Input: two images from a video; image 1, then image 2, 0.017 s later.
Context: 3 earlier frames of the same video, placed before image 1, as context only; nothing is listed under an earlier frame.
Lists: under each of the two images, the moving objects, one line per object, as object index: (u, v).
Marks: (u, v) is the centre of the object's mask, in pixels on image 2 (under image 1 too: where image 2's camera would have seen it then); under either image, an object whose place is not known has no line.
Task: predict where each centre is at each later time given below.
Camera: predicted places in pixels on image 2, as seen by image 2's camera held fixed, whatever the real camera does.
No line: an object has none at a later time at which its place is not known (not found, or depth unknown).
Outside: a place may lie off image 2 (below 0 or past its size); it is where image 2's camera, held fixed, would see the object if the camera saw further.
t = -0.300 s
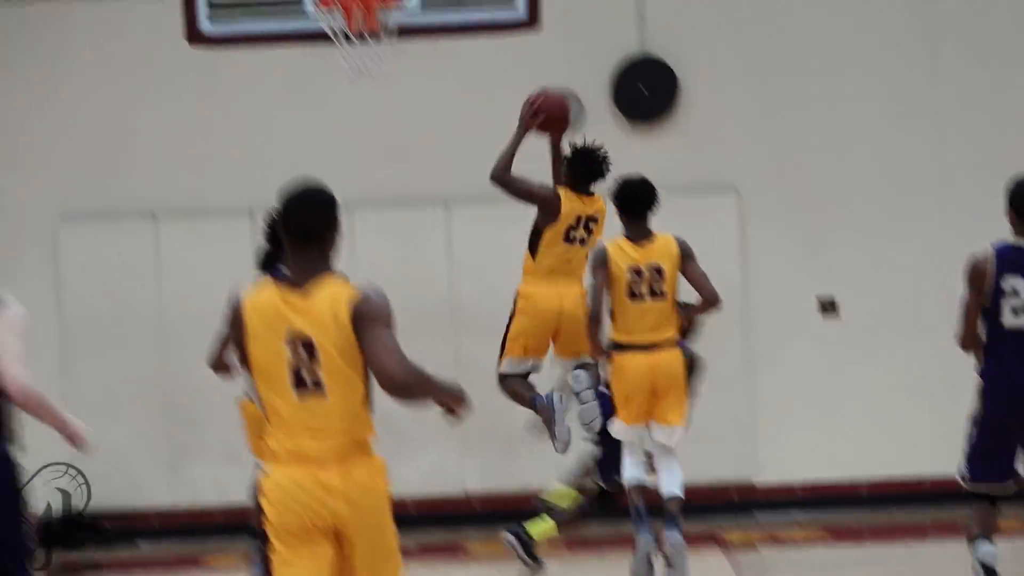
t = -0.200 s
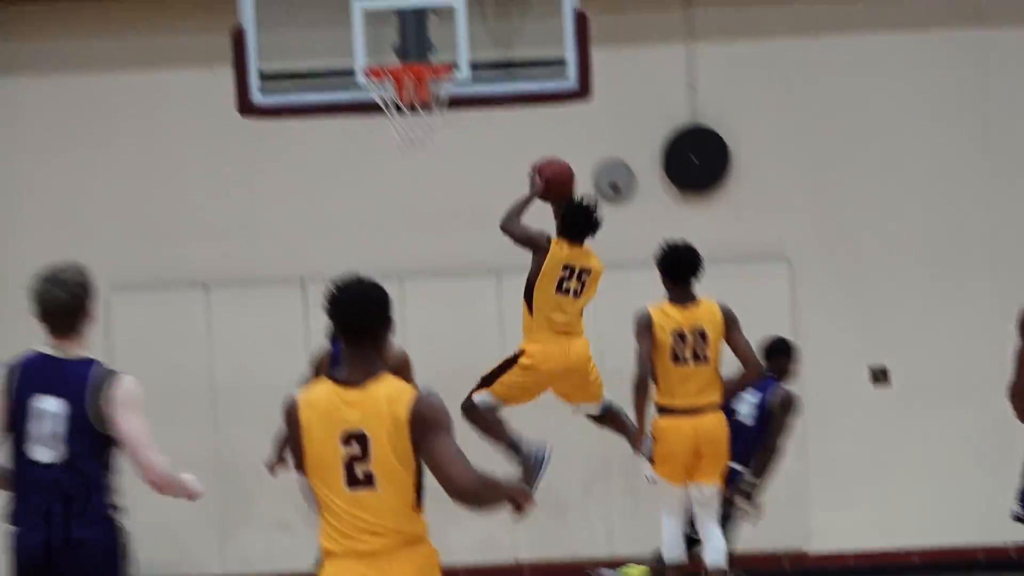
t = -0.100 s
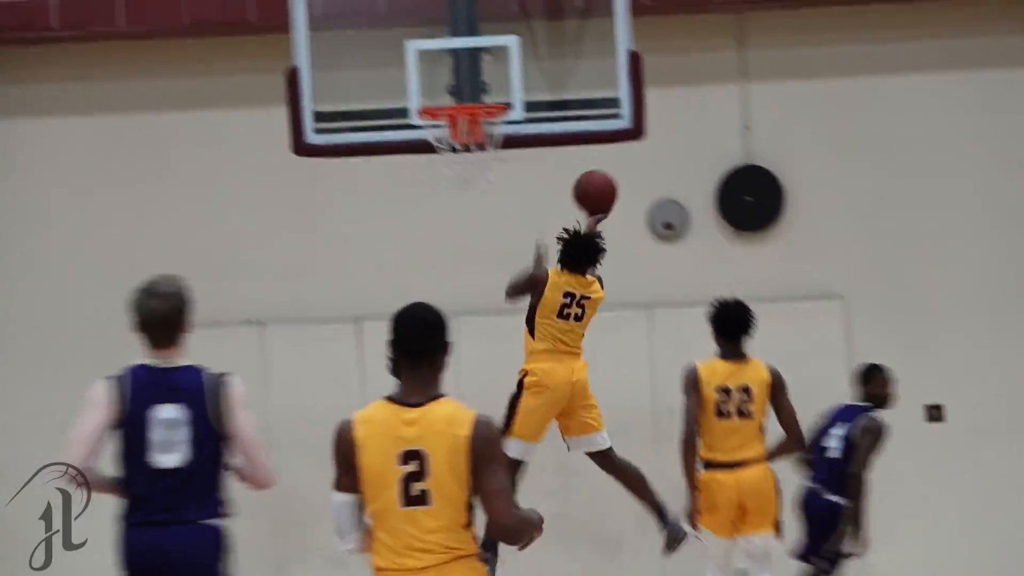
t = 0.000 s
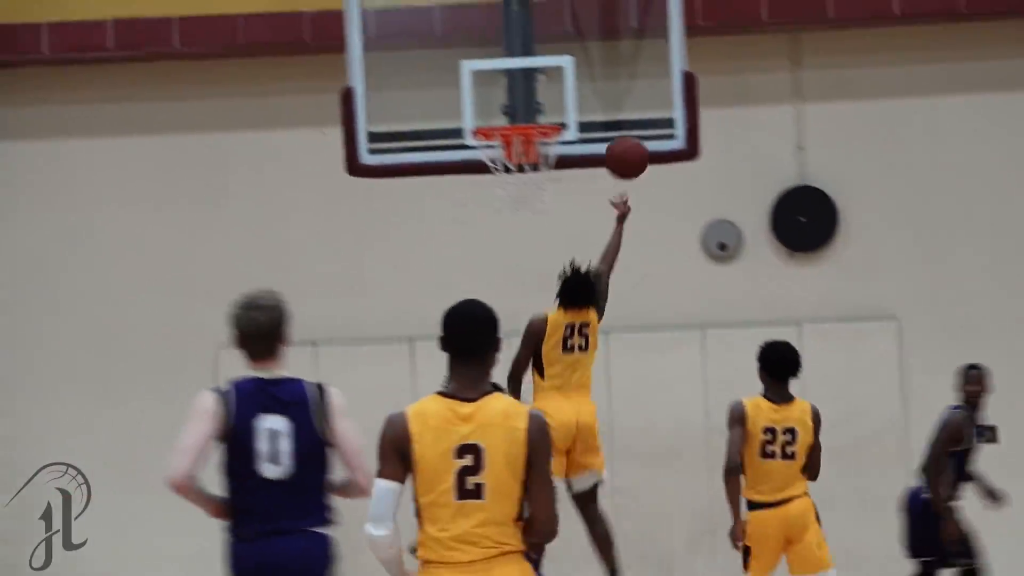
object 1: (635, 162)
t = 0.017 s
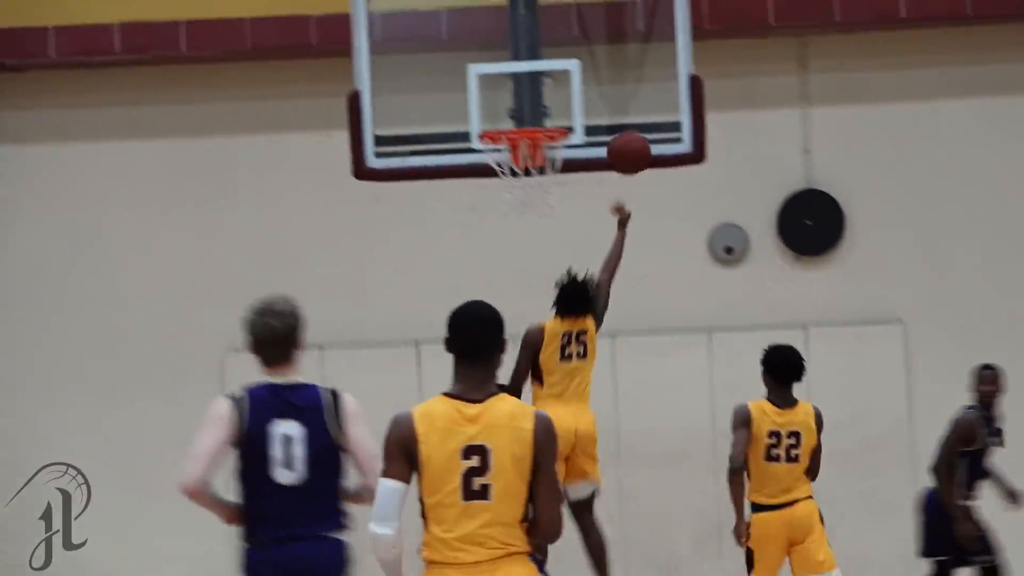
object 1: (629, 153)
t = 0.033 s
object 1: (624, 145)
